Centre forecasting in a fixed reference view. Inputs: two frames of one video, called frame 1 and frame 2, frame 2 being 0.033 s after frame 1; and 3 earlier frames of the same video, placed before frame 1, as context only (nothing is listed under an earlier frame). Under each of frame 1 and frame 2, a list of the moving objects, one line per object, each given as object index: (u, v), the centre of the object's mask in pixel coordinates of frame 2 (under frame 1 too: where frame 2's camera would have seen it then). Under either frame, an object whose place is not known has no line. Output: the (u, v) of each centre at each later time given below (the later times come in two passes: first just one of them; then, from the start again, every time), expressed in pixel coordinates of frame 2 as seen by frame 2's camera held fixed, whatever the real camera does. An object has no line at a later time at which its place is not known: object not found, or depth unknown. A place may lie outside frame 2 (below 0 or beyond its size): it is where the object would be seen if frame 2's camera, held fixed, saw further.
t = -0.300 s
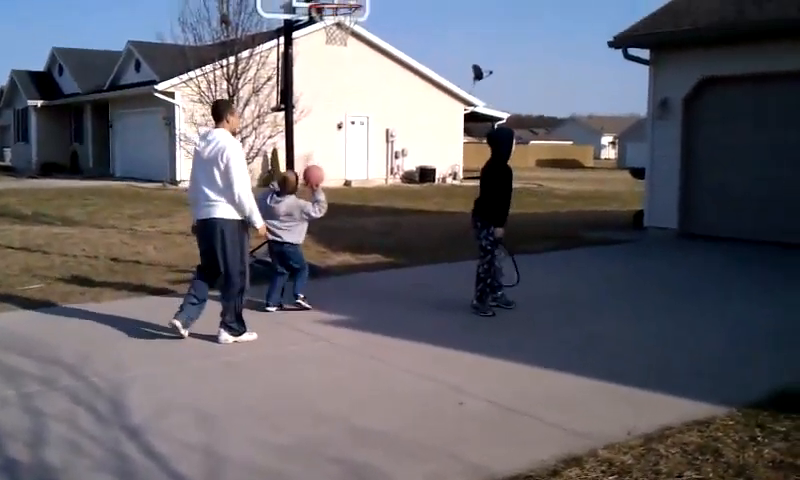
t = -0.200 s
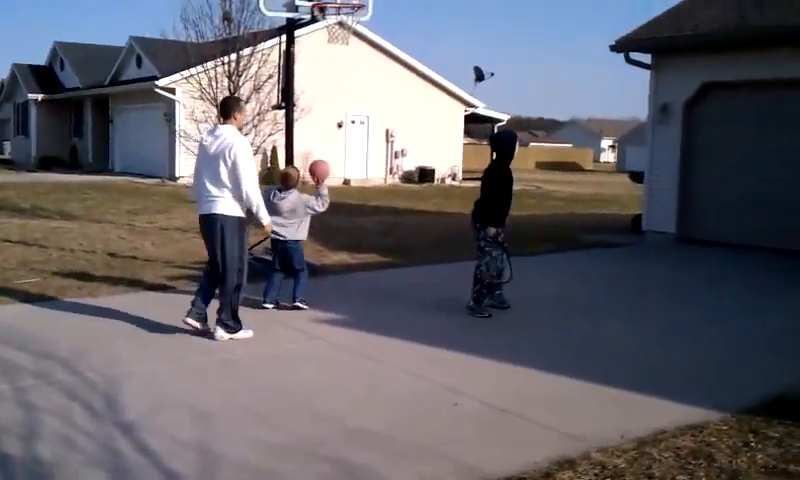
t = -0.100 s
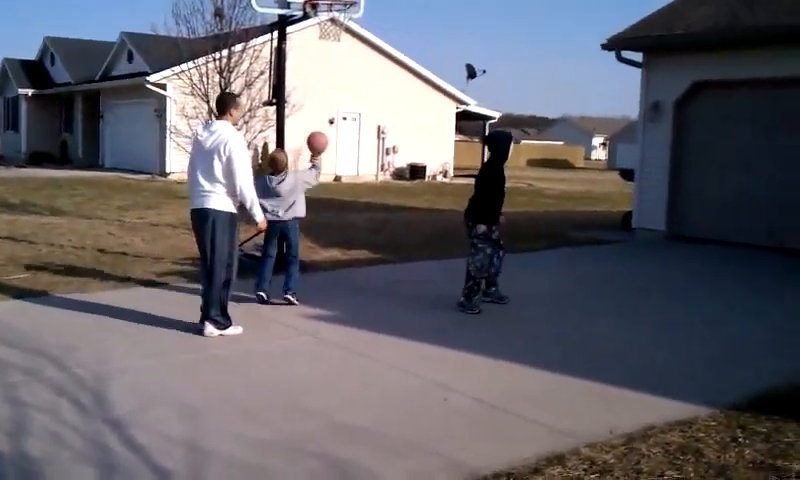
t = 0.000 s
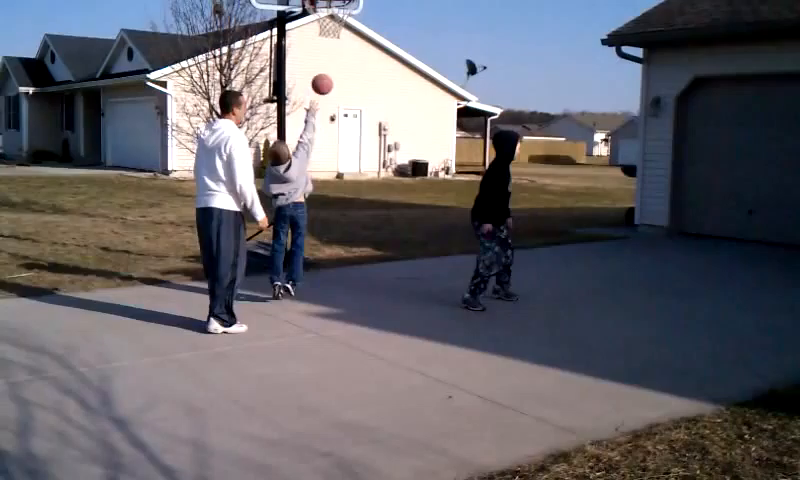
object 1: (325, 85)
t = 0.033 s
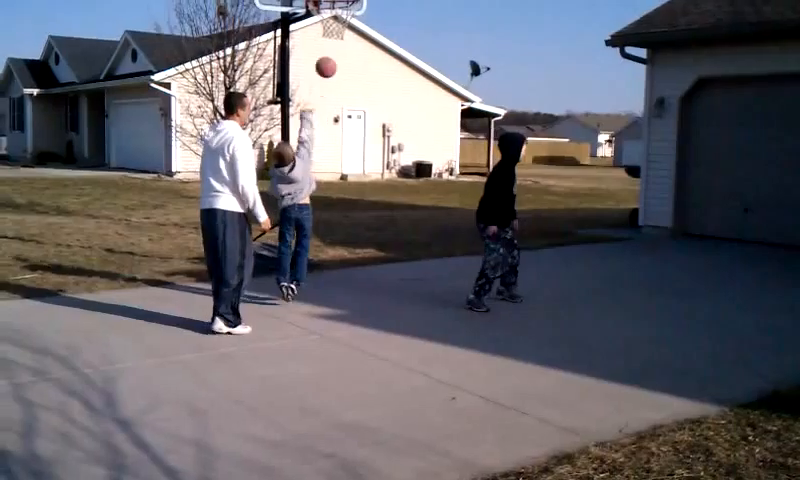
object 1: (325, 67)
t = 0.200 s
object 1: (328, 0)
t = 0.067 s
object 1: (326, 50)
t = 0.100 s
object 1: (327, 35)
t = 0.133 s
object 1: (327, 21)
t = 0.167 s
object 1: (328, 8)
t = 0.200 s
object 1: (328, 0)
